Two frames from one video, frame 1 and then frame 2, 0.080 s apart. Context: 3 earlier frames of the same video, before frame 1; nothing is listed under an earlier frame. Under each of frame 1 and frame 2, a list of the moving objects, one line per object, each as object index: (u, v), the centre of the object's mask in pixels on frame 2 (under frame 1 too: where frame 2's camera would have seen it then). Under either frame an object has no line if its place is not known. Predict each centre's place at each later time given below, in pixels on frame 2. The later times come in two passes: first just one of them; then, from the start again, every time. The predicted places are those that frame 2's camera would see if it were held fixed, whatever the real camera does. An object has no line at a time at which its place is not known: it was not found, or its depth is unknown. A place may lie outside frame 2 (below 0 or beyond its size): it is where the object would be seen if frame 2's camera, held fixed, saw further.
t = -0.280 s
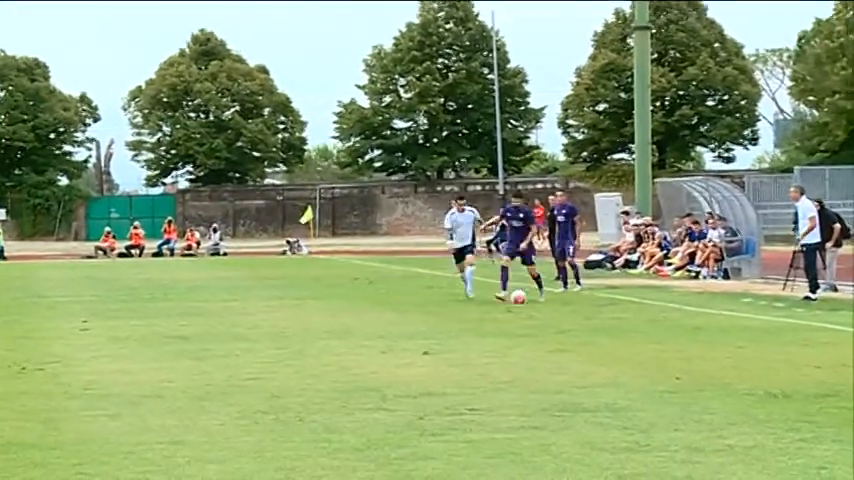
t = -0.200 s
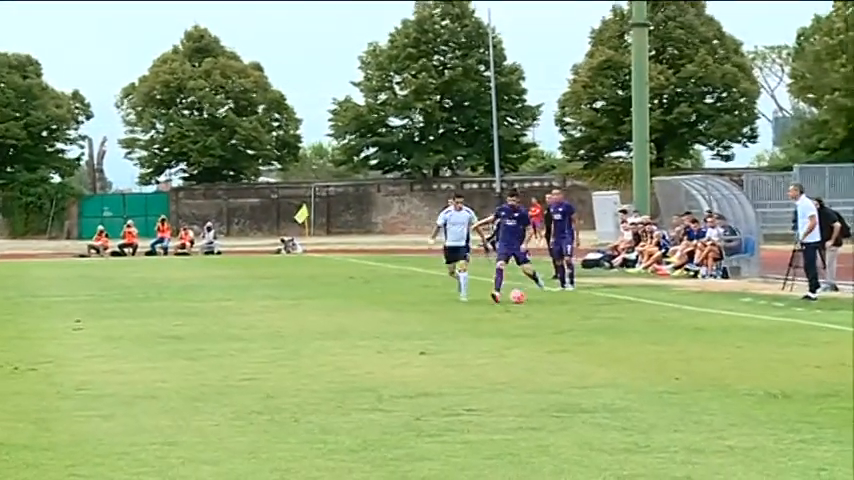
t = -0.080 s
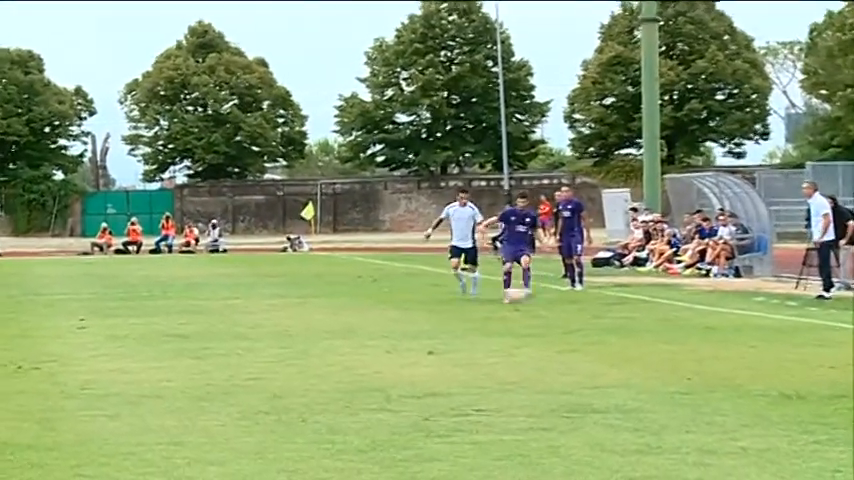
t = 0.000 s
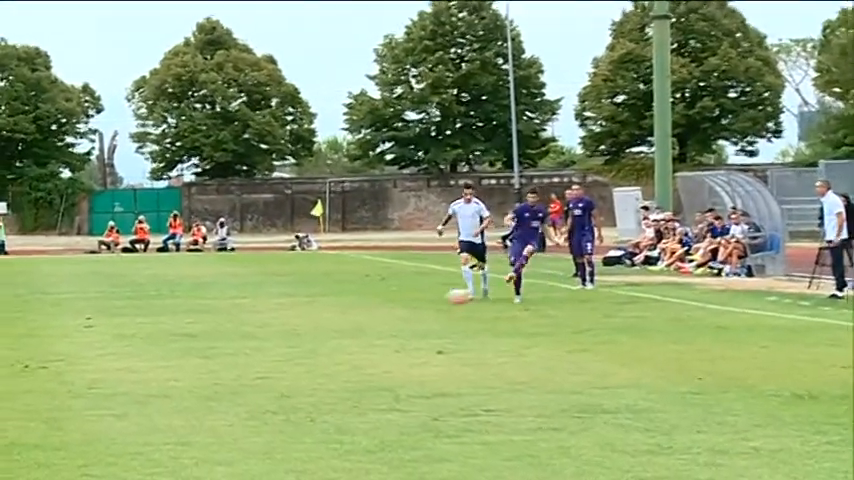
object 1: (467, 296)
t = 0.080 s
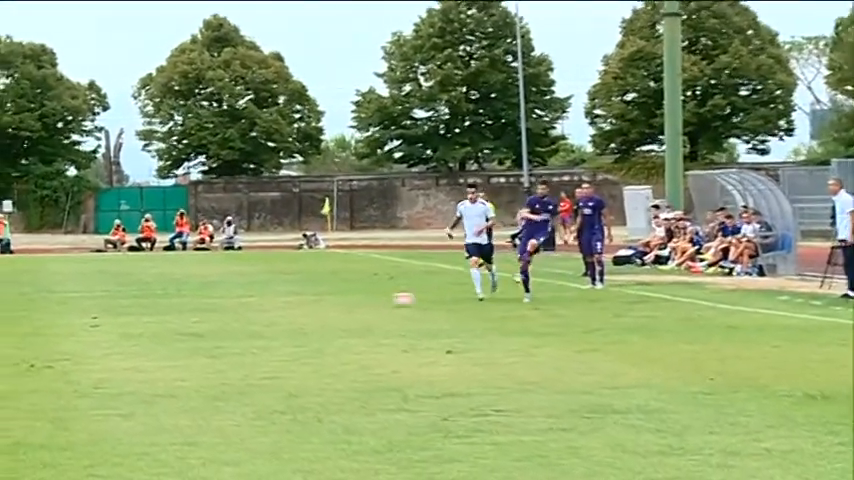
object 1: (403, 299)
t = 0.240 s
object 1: (278, 303)
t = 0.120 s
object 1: (372, 300)
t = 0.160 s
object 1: (340, 300)
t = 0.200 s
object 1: (309, 303)
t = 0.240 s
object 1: (278, 303)
